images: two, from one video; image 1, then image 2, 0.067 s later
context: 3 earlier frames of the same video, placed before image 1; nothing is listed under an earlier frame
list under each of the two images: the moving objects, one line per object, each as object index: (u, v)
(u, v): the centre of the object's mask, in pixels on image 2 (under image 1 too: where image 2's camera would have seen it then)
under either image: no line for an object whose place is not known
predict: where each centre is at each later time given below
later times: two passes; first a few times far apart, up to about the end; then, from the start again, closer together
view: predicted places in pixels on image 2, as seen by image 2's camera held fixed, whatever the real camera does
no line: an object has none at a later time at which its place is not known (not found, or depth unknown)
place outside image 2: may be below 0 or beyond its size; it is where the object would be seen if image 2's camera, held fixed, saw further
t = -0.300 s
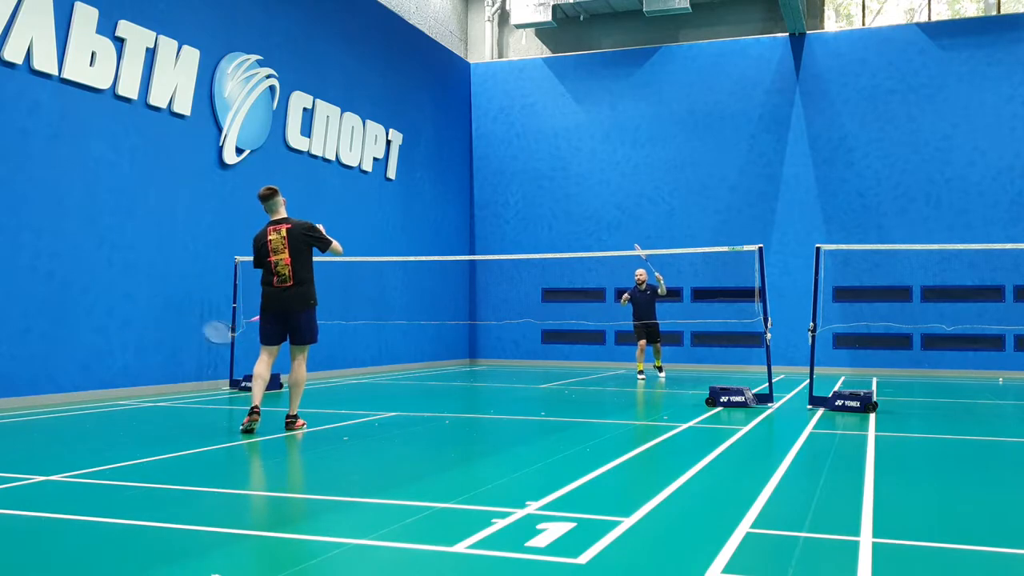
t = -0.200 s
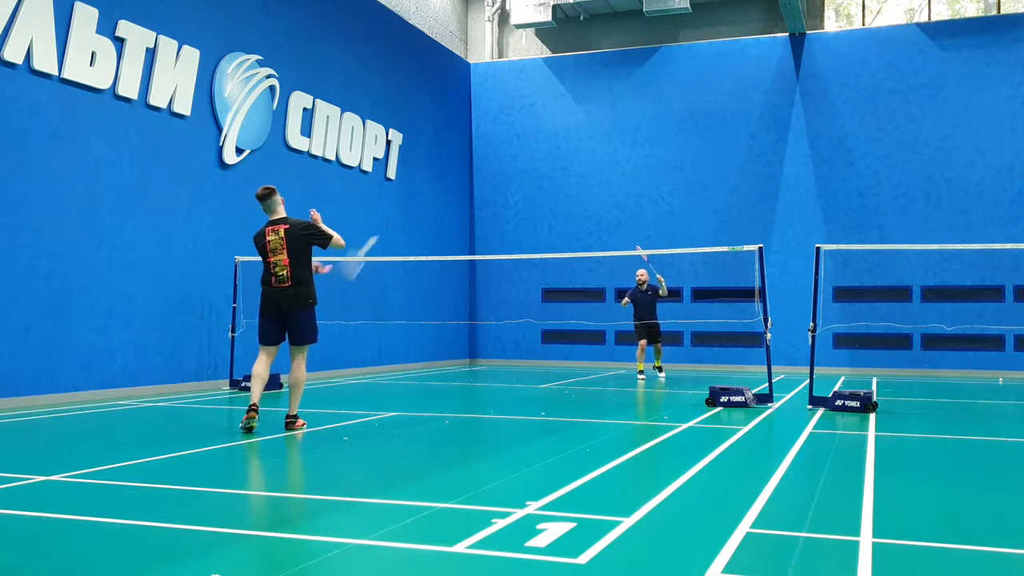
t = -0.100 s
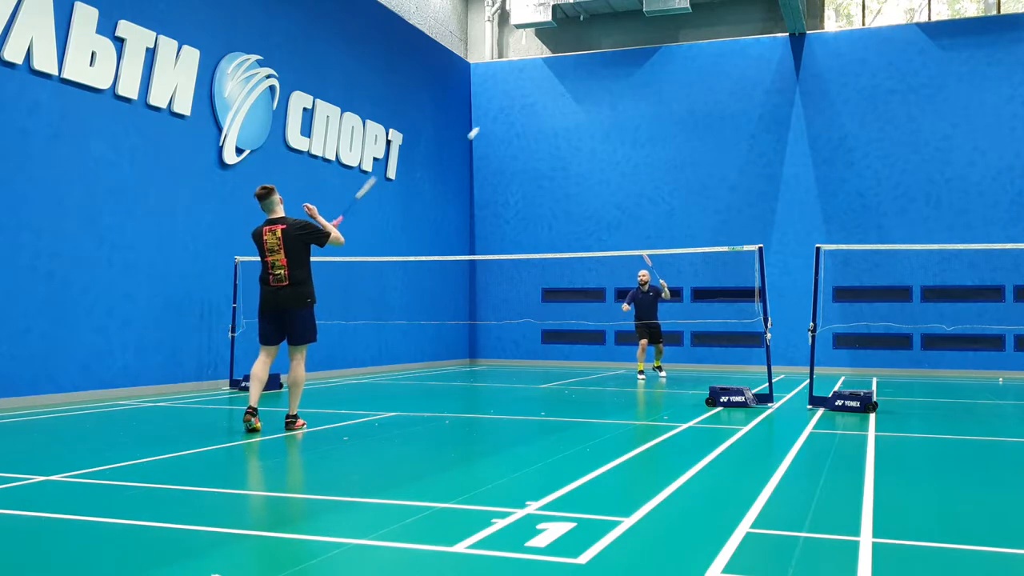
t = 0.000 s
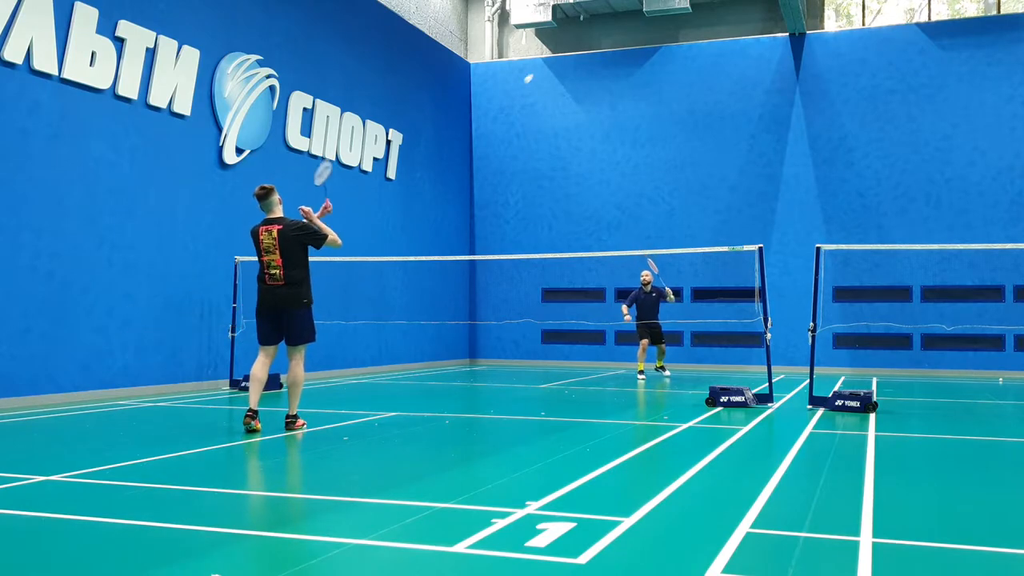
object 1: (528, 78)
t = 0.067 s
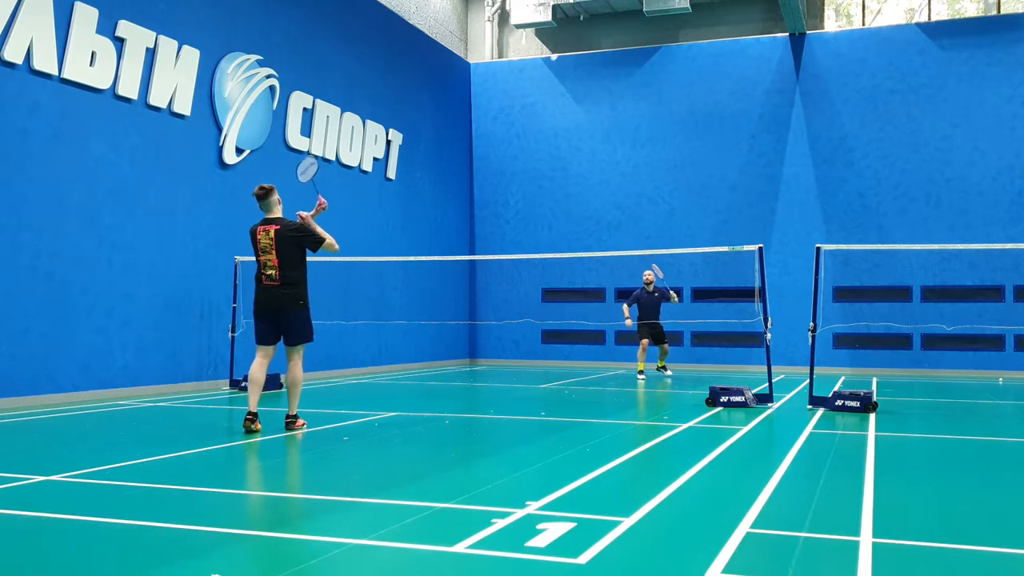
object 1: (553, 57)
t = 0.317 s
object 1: (616, 29)
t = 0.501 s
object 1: (646, 39)
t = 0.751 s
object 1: (676, 79)
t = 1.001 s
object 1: (699, 143)
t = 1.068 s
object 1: (704, 163)
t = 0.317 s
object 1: (616, 29)
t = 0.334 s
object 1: (619, 29)
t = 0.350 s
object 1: (622, 29)
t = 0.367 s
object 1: (625, 29)
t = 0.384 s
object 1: (628, 30)
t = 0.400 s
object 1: (631, 31)
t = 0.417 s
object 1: (633, 32)
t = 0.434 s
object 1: (636, 33)
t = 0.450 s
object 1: (638, 34)
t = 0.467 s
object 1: (641, 35)
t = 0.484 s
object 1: (643, 37)
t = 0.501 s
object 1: (646, 39)
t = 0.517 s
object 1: (648, 40)
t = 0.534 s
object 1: (650, 42)
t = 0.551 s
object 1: (652, 44)
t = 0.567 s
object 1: (655, 47)
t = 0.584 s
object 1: (657, 49)
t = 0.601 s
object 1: (659, 51)
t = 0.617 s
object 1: (661, 54)
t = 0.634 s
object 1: (663, 57)
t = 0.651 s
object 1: (665, 60)
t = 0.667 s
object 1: (667, 63)
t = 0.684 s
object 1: (669, 66)
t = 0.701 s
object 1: (671, 69)
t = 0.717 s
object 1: (673, 72)
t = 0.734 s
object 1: (674, 76)
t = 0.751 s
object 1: (676, 79)
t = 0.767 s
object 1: (678, 83)
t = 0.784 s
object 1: (680, 86)
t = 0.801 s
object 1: (681, 90)
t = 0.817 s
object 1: (683, 94)
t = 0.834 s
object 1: (685, 98)
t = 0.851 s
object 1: (686, 102)
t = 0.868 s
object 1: (688, 107)
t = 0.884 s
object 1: (689, 111)
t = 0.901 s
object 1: (691, 115)
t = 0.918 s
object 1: (692, 120)
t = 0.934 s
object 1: (694, 124)
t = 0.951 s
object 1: (695, 129)
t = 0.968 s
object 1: (696, 134)
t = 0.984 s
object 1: (697, 138)
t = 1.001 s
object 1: (699, 143)
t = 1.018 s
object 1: (700, 148)
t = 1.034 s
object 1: (701, 153)
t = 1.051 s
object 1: (703, 158)
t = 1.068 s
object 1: (704, 163)
